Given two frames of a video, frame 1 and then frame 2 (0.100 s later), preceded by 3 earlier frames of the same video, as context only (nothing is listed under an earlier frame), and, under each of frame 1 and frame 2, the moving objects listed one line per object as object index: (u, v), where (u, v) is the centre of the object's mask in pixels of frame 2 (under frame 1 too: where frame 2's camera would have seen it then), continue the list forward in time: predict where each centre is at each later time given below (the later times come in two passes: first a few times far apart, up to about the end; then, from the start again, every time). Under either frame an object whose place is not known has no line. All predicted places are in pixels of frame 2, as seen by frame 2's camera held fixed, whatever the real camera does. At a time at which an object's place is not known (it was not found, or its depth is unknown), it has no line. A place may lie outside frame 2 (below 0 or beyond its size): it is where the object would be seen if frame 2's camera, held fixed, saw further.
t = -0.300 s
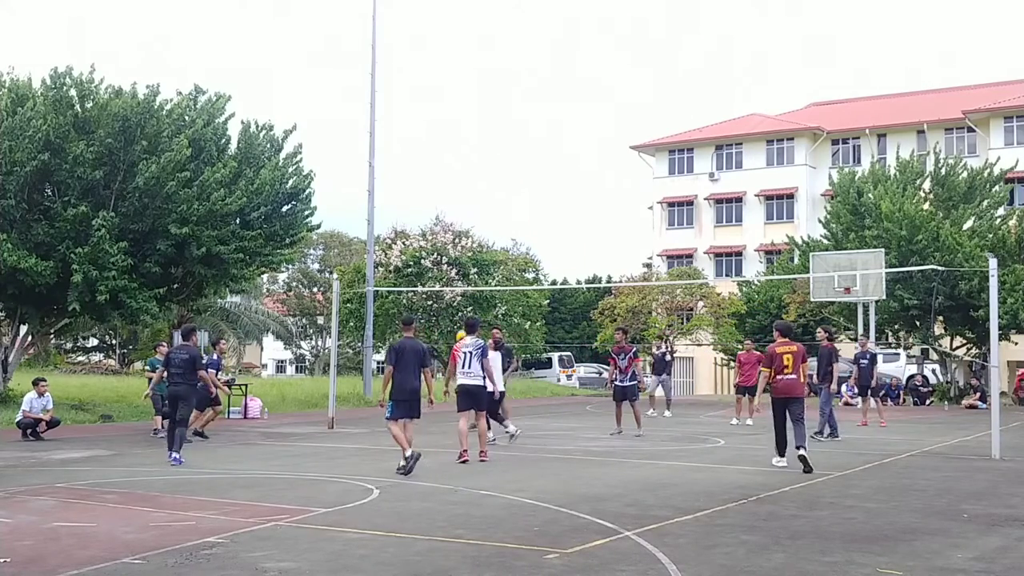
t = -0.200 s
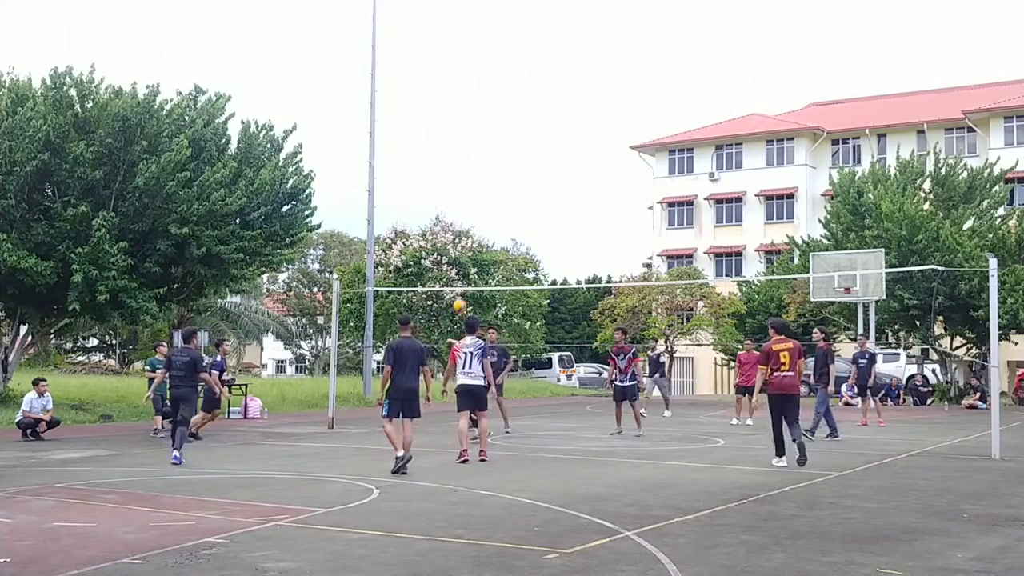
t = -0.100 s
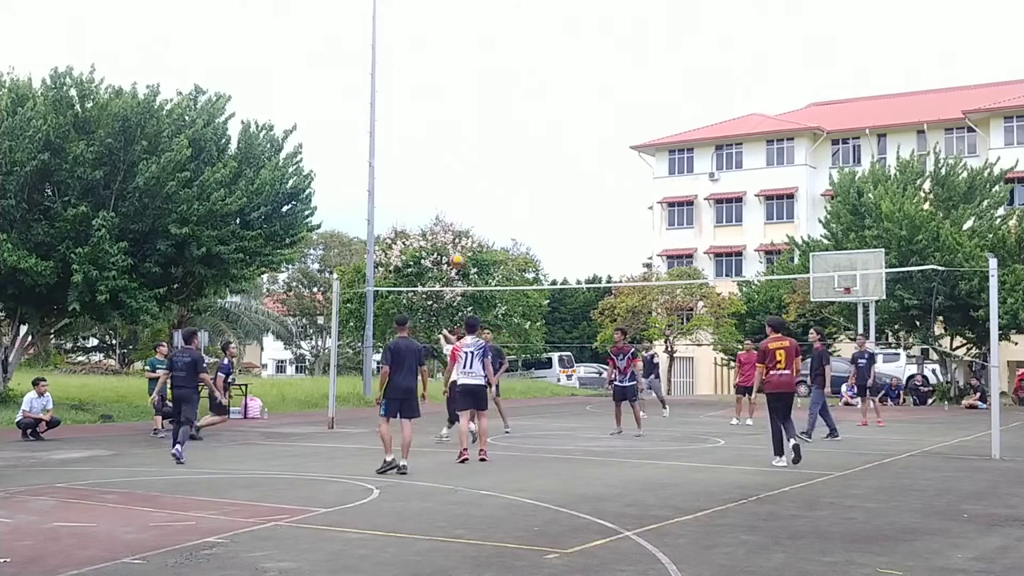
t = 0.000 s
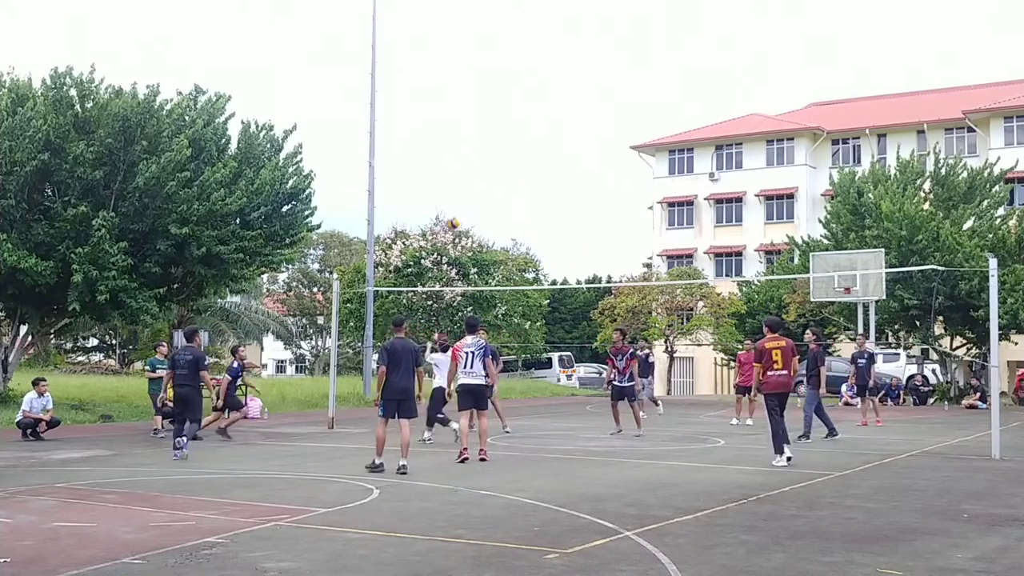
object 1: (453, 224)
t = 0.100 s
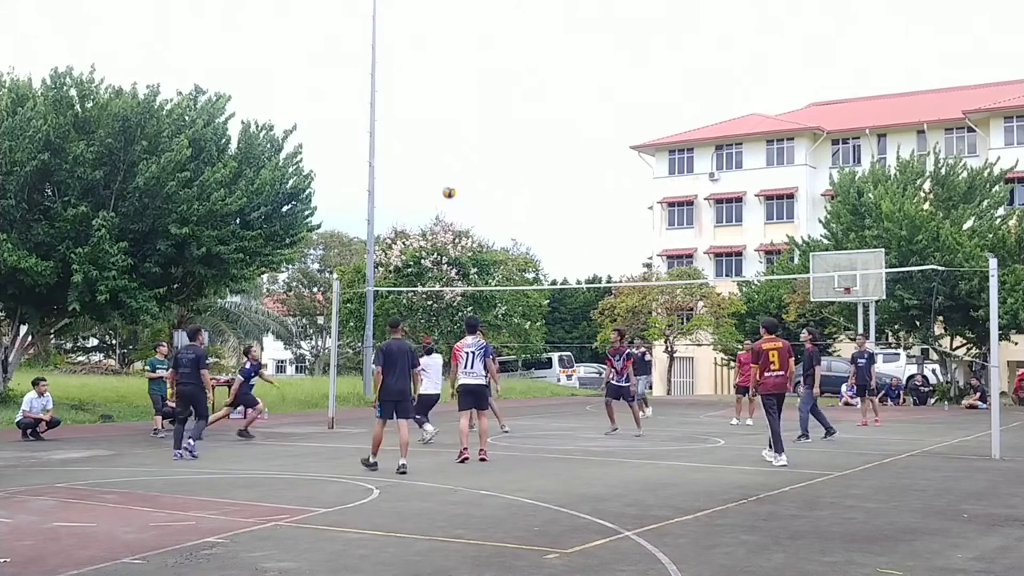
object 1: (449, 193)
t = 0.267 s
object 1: (443, 156)
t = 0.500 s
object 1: (435, 135)
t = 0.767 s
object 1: (426, 152)
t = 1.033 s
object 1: (416, 207)
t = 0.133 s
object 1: (447, 184)
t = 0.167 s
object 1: (446, 176)
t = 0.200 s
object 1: (445, 168)
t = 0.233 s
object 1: (444, 162)
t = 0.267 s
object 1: (443, 156)
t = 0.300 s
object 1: (442, 151)
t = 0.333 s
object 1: (440, 146)
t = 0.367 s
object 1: (439, 143)
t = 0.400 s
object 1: (438, 140)
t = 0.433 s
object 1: (437, 137)
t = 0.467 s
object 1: (436, 136)
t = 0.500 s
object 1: (435, 135)
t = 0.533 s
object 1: (434, 135)
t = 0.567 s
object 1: (433, 135)
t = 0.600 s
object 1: (431, 136)
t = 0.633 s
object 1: (430, 139)
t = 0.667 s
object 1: (429, 141)
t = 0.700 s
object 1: (428, 144)
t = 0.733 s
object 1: (427, 147)
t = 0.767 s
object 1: (426, 152)
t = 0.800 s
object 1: (425, 156)
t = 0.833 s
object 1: (423, 162)
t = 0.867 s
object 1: (422, 168)
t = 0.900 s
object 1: (421, 175)
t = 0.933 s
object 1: (420, 182)
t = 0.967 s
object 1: (419, 190)
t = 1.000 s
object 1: (418, 198)
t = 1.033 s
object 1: (416, 207)
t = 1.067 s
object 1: (415, 216)
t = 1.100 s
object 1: (414, 226)
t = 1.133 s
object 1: (413, 236)
